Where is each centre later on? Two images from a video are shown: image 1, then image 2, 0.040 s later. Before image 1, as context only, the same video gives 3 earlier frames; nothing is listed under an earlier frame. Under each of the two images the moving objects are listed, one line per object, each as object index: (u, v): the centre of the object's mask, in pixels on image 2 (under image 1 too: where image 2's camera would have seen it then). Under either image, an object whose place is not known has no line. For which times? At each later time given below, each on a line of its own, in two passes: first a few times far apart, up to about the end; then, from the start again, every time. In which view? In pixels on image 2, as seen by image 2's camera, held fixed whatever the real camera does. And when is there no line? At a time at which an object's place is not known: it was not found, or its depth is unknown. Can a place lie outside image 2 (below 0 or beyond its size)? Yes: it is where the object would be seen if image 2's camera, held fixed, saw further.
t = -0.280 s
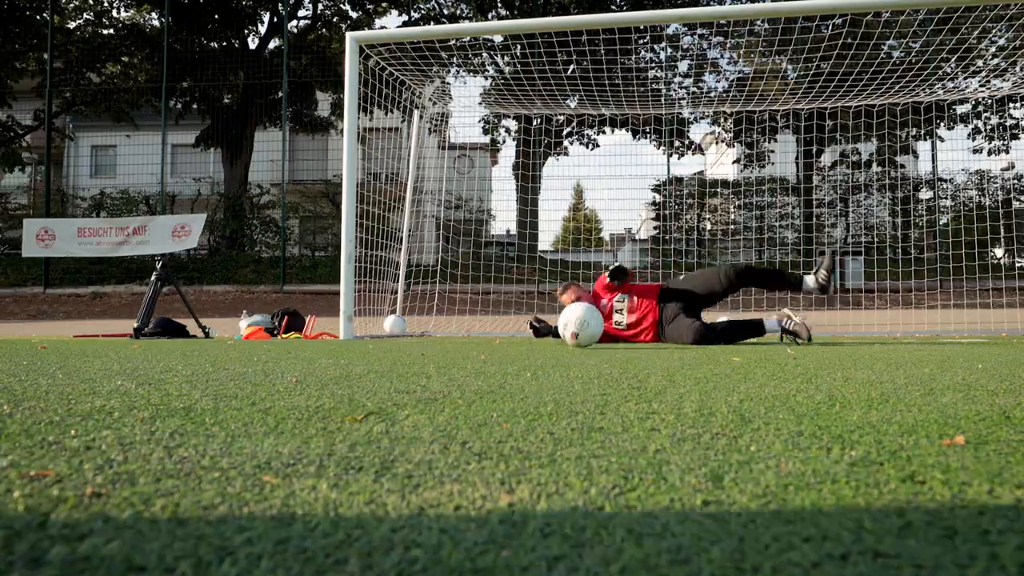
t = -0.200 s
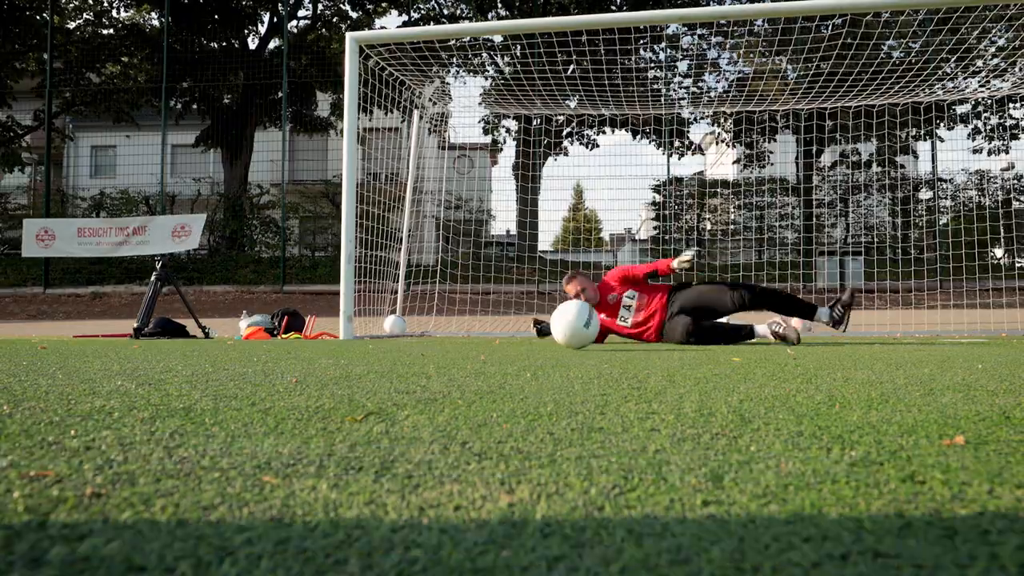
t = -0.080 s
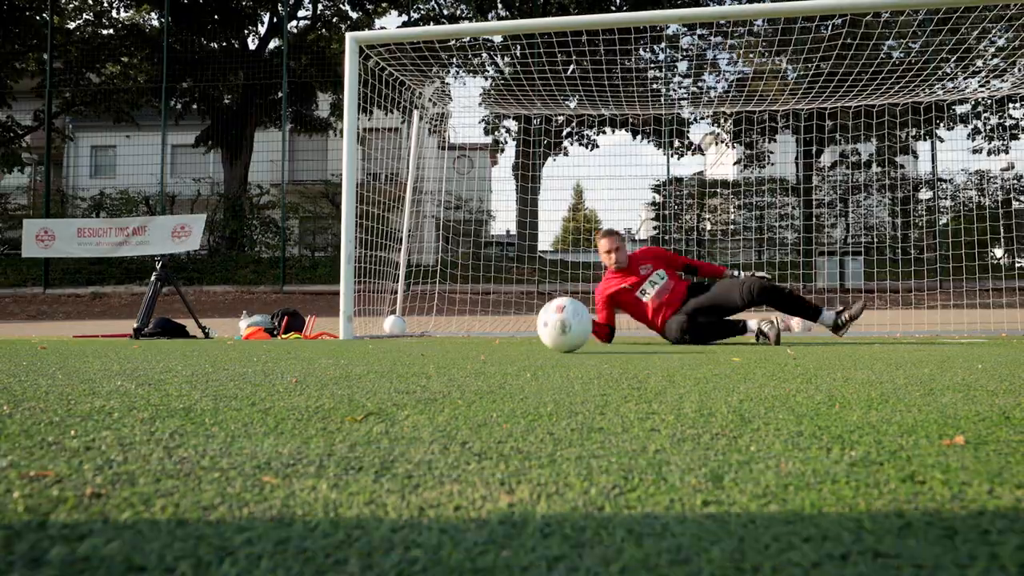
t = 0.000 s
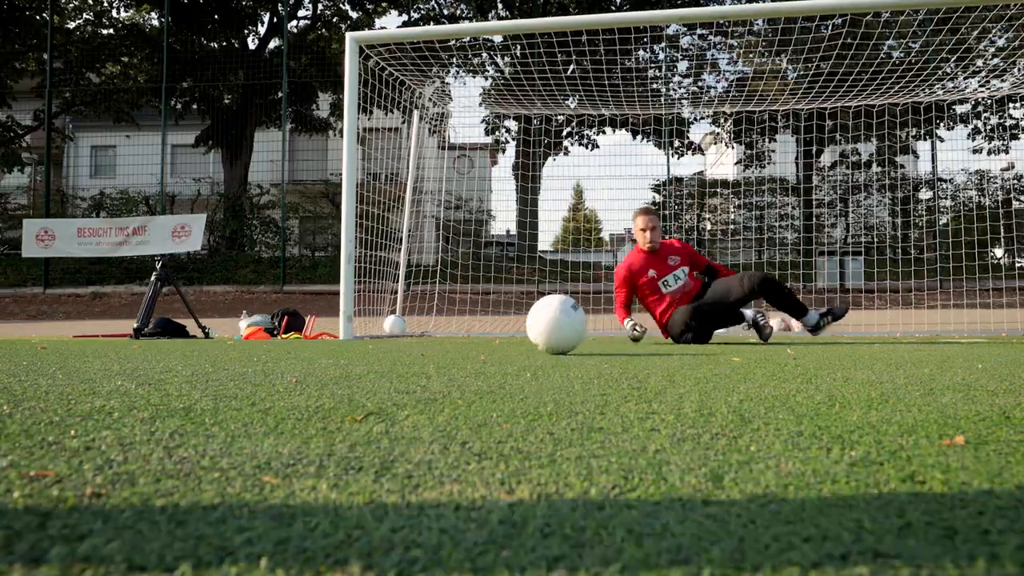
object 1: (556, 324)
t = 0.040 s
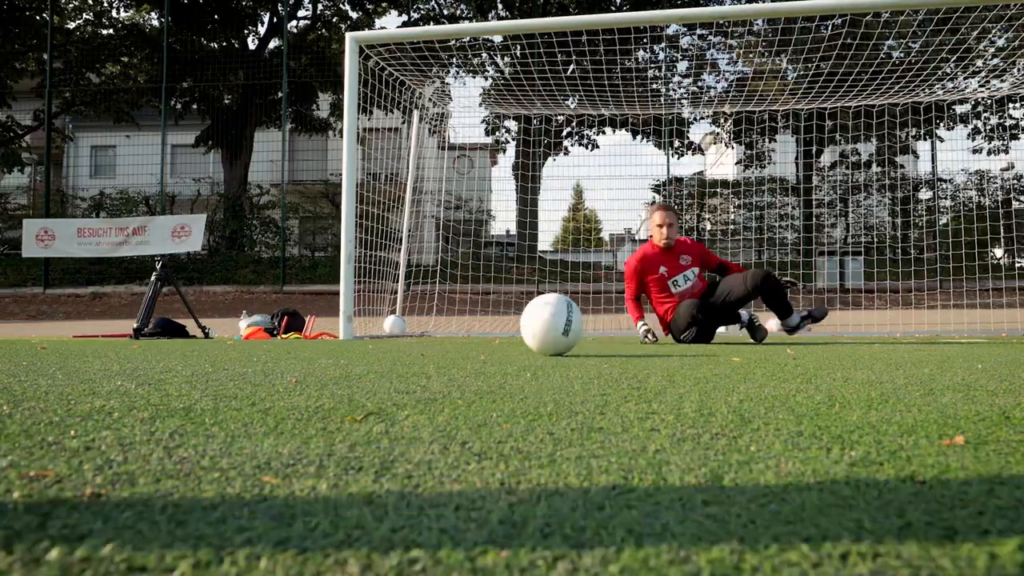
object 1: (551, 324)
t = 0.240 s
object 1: (520, 321)
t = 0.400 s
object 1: (478, 320)
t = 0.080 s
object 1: (546, 324)
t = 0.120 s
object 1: (540, 323)
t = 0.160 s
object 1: (534, 323)
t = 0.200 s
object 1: (527, 323)
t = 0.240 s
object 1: (520, 321)
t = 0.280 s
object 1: (511, 324)
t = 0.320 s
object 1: (501, 321)
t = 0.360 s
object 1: (491, 322)
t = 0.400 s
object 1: (478, 320)
